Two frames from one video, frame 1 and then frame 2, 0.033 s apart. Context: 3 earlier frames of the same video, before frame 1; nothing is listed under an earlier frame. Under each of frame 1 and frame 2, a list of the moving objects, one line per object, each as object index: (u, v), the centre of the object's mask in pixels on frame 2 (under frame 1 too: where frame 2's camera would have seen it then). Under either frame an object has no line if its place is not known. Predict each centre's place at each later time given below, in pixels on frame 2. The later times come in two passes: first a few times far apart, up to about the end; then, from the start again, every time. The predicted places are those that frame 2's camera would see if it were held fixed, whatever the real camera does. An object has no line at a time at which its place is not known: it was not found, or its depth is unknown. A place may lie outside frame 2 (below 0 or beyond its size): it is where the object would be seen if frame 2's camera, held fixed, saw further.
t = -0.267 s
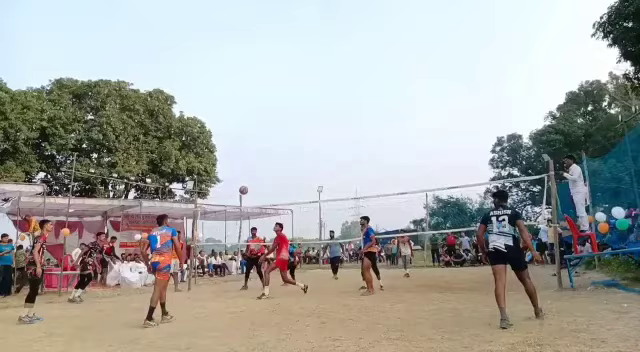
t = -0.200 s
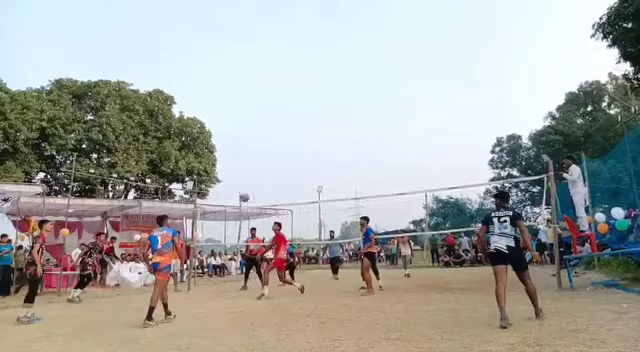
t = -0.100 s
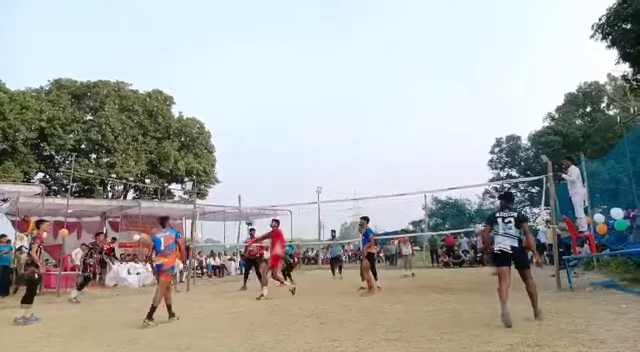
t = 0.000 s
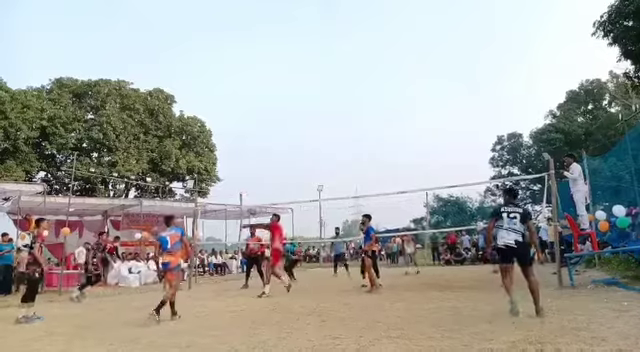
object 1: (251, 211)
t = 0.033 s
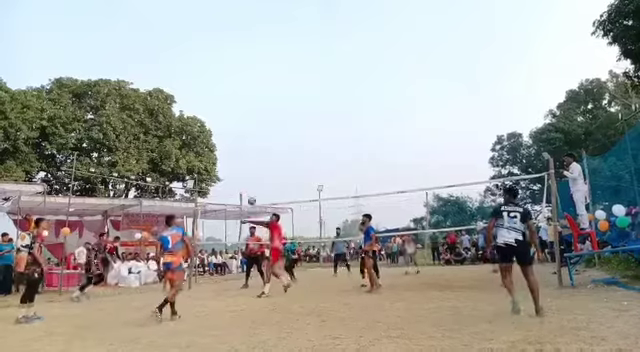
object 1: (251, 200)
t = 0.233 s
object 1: (249, 156)
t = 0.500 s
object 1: (248, 125)
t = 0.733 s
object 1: (248, 119)
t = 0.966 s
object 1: (248, 132)
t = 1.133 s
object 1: (248, 152)
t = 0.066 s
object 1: (251, 192)
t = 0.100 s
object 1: (250, 184)
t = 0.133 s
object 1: (250, 176)
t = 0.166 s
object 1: (250, 169)
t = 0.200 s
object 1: (250, 163)
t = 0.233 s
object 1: (249, 156)
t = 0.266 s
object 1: (249, 151)
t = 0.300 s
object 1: (249, 146)
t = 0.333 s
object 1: (249, 141)
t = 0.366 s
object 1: (248, 137)
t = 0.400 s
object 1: (248, 133)
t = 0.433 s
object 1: (248, 130)
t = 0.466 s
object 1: (248, 127)
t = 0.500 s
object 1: (248, 125)
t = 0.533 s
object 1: (248, 123)
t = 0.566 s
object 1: (248, 122)
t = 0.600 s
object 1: (248, 120)
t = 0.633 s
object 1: (247, 119)
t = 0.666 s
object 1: (248, 119)
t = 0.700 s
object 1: (248, 119)
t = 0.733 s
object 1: (248, 119)
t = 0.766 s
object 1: (248, 120)
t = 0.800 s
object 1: (248, 121)
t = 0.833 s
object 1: (248, 123)
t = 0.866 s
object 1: (248, 125)
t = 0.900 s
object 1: (248, 127)
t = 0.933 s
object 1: (248, 129)
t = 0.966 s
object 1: (248, 132)
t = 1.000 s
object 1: (248, 135)
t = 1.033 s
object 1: (248, 139)
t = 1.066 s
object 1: (248, 143)
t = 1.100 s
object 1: (248, 147)
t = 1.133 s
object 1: (248, 152)
